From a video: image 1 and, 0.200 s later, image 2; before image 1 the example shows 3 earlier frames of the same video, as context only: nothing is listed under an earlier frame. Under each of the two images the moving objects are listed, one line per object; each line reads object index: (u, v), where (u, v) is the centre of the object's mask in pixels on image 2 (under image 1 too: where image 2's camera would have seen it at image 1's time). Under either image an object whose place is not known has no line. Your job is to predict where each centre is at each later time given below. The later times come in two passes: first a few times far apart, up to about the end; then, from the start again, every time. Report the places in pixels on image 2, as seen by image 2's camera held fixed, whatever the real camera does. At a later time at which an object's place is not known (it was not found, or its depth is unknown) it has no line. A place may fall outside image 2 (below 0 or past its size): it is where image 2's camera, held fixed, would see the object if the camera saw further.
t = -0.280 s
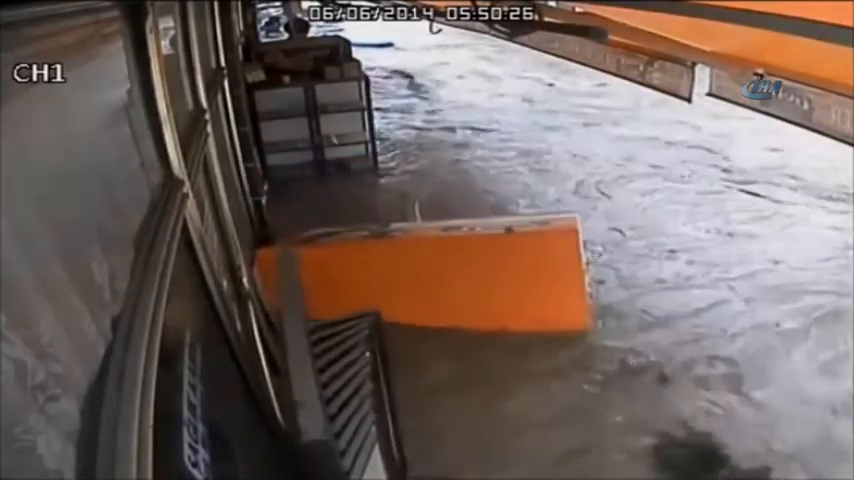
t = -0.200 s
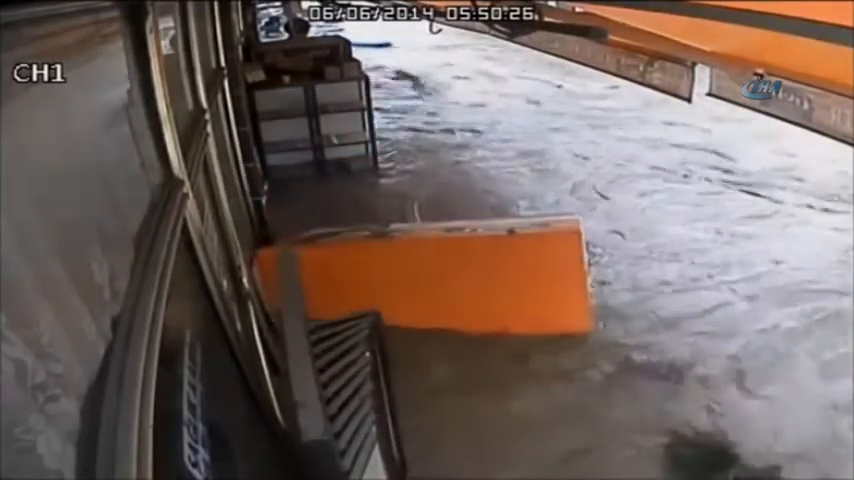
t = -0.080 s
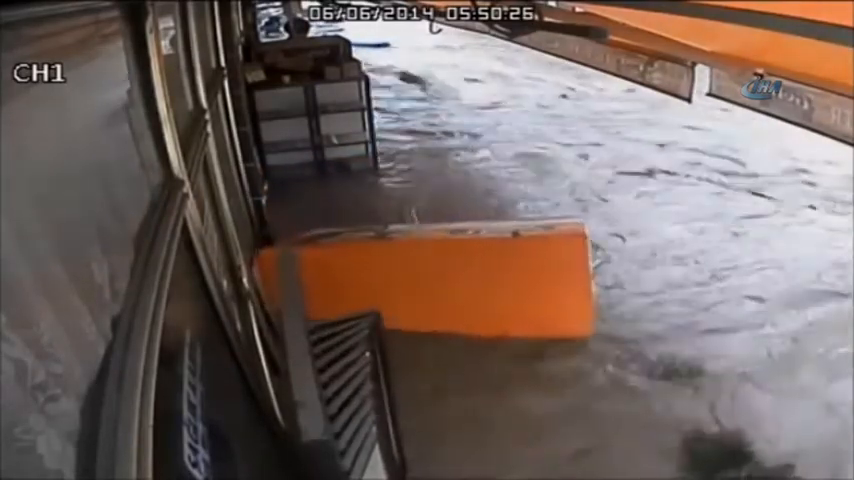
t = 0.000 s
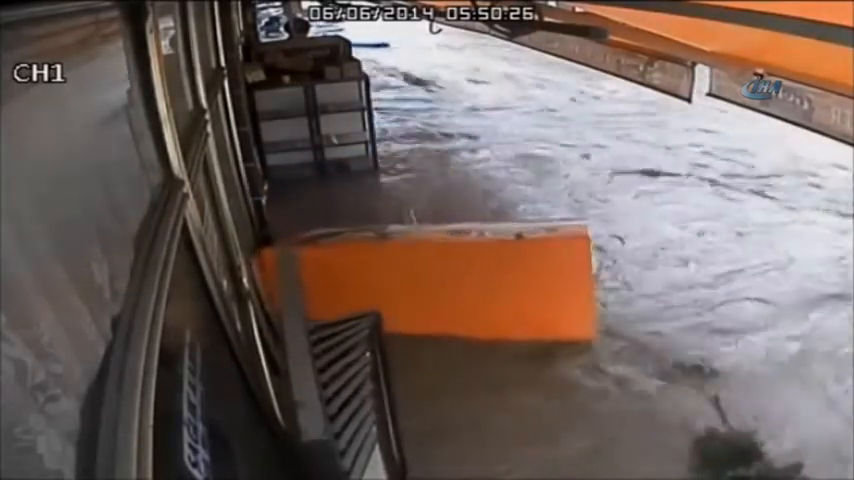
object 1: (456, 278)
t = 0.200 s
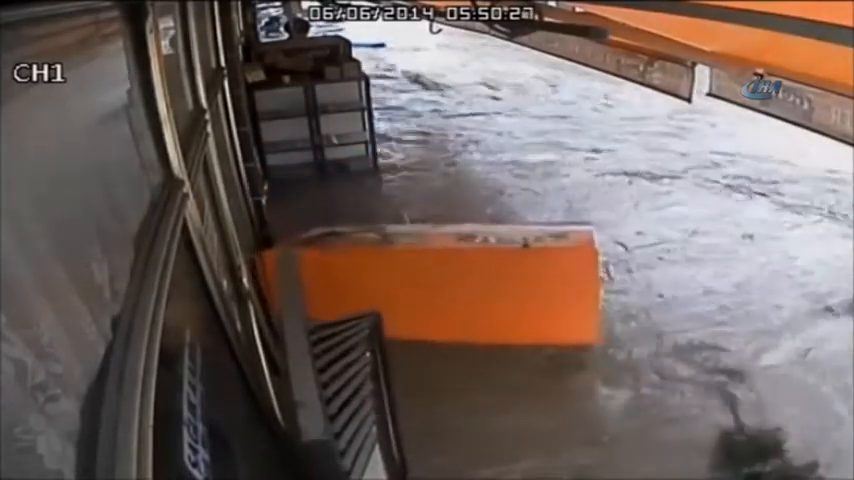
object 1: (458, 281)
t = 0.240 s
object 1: (459, 282)
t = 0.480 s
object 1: (461, 283)
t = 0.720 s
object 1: (462, 284)
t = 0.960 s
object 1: (462, 284)
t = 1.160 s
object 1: (462, 284)
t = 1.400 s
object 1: (462, 283)
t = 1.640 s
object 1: (461, 281)
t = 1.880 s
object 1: (459, 279)
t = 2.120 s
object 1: (458, 277)
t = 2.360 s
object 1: (457, 275)
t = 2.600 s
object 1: (459, 275)
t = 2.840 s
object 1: (457, 270)
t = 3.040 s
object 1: (455, 271)
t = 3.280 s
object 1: (453, 271)
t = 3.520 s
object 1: (449, 270)
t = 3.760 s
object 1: (446, 261)
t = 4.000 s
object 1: (448, 259)
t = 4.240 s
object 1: (447, 256)
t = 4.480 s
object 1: (430, 253)
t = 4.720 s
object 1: (426, 249)
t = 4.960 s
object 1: (422, 246)
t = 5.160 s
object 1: (426, 240)
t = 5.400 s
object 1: (423, 234)
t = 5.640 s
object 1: (415, 227)
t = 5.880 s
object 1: (413, 220)
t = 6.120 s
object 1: (411, 213)
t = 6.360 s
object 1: (409, 205)
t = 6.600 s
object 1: (410, 198)
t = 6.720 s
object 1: (411, 194)
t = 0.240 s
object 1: (459, 282)
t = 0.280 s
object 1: (460, 282)
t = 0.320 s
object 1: (460, 282)
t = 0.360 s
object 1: (461, 282)
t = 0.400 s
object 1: (461, 283)
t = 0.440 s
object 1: (461, 283)
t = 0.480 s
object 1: (461, 283)
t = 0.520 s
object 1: (461, 284)
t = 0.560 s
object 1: (462, 284)
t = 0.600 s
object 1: (462, 284)
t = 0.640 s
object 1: (462, 284)
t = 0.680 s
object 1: (462, 284)
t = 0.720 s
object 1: (462, 284)
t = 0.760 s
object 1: (462, 284)
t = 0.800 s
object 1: (462, 284)
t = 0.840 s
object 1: (462, 284)
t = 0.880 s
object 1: (462, 284)
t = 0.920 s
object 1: (462, 284)
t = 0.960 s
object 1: (462, 284)
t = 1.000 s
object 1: (462, 284)
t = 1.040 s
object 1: (462, 284)
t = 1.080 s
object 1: (462, 284)
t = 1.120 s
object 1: (462, 284)
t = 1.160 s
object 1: (462, 284)
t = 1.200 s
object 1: (463, 284)
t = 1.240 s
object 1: (463, 284)
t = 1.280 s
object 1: (463, 284)
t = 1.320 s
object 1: (463, 284)
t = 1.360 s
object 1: (463, 283)
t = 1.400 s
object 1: (462, 283)
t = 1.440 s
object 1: (463, 283)
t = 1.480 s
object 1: (462, 282)
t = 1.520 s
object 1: (462, 282)
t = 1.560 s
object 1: (462, 281)
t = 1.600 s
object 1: (461, 281)
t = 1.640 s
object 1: (461, 281)
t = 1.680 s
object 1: (460, 280)
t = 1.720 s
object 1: (460, 280)
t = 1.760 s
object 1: (460, 280)
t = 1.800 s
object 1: (460, 280)
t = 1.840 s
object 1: (459, 280)
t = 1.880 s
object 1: (459, 279)
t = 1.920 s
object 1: (458, 279)
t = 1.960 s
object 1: (458, 278)
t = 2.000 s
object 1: (458, 278)
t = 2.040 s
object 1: (457, 278)
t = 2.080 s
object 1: (457, 277)
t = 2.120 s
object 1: (458, 277)
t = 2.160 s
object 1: (457, 276)
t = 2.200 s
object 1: (457, 276)
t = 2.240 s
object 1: (457, 275)
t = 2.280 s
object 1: (457, 275)
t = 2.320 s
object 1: (457, 275)
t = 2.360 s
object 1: (457, 275)
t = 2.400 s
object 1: (457, 274)
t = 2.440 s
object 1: (457, 274)
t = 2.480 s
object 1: (457, 274)
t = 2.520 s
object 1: (457, 274)
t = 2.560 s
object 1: (457, 274)
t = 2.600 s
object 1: (459, 275)
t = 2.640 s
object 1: (457, 273)
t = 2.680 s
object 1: (457, 272)
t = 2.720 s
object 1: (457, 272)
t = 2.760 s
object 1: (457, 271)
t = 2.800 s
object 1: (457, 271)
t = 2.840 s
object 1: (457, 270)
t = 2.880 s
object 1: (457, 269)
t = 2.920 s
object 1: (457, 269)
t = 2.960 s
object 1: (457, 269)
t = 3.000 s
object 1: (456, 272)
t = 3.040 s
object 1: (455, 271)
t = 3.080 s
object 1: (455, 271)
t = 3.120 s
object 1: (455, 271)
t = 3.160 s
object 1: (454, 267)
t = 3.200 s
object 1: (454, 267)
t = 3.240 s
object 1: (453, 271)
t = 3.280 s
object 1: (453, 271)
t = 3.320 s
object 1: (453, 271)
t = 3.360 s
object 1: (452, 271)
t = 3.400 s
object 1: (451, 270)
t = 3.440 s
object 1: (451, 270)
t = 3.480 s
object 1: (450, 270)
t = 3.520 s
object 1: (449, 270)
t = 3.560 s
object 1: (448, 270)
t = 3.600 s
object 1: (448, 270)
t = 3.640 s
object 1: (447, 270)
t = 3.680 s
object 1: (447, 269)
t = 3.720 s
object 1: (446, 262)
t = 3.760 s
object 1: (446, 261)
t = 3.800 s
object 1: (447, 261)
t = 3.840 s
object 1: (446, 260)
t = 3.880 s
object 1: (447, 260)
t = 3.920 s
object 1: (447, 260)
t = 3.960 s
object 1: (447, 259)
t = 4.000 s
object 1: (448, 259)
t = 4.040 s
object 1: (448, 258)
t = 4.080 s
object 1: (446, 257)
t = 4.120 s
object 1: (446, 257)
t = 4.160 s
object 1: (446, 256)
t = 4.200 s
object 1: (446, 256)
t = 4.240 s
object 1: (447, 256)
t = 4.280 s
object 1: (444, 255)
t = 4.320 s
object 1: (434, 256)
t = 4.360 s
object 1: (433, 256)
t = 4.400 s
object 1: (431, 254)
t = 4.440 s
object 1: (431, 253)
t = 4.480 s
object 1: (430, 253)
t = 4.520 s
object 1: (429, 253)
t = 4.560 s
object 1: (434, 254)
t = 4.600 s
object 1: (428, 251)
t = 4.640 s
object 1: (427, 251)
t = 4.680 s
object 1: (427, 250)
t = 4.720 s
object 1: (426, 249)
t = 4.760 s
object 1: (426, 248)
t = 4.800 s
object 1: (425, 247)
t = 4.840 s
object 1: (425, 246)
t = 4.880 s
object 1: (423, 246)
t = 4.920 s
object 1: (422, 246)
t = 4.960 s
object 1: (422, 246)
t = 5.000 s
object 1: (427, 245)
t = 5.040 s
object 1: (420, 245)
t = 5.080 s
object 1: (426, 242)
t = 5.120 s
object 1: (426, 240)
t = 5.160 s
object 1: (426, 240)
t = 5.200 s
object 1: (425, 240)
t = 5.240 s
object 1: (425, 238)
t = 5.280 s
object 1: (424, 236)
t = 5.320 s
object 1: (424, 235)
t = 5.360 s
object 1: (424, 235)
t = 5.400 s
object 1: (423, 234)
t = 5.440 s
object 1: (421, 233)
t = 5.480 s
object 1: (420, 230)
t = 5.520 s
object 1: (418, 229)
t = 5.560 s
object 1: (417, 229)
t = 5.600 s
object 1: (416, 228)
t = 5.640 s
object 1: (415, 227)
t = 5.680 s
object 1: (414, 226)
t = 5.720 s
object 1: (414, 225)
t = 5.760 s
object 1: (414, 224)
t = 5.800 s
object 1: (414, 223)
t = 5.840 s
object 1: (414, 221)
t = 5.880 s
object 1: (413, 220)
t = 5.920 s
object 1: (413, 218)
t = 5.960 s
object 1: (412, 218)
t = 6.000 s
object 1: (411, 217)
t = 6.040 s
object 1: (411, 216)
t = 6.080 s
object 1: (411, 215)
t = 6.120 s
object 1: (411, 213)
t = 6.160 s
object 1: (410, 212)
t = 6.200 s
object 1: (409, 211)
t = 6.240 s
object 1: (410, 209)
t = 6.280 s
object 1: (409, 208)
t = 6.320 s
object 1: (409, 206)
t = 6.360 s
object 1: (409, 205)
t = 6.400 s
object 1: (409, 204)
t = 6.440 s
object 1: (409, 202)
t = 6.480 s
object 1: (410, 201)
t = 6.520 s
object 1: (410, 199)
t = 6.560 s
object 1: (410, 198)
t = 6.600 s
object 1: (410, 198)
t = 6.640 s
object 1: (410, 196)
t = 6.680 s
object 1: (411, 195)
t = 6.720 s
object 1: (411, 194)
